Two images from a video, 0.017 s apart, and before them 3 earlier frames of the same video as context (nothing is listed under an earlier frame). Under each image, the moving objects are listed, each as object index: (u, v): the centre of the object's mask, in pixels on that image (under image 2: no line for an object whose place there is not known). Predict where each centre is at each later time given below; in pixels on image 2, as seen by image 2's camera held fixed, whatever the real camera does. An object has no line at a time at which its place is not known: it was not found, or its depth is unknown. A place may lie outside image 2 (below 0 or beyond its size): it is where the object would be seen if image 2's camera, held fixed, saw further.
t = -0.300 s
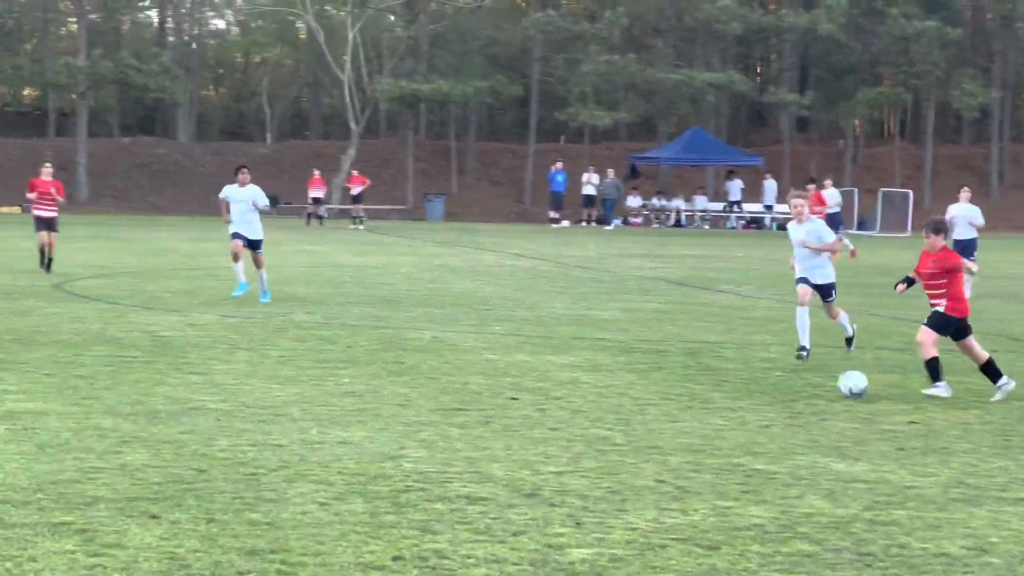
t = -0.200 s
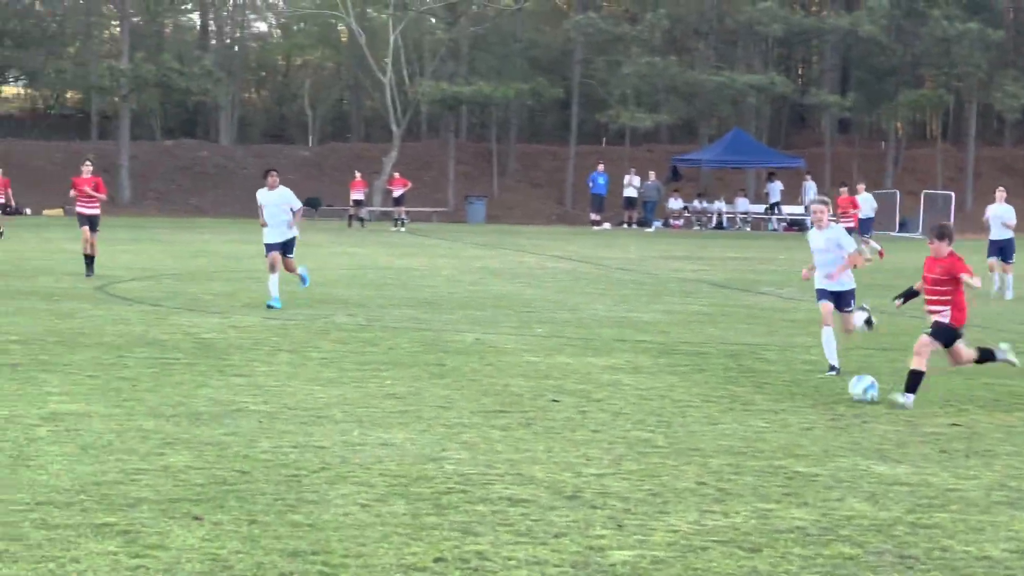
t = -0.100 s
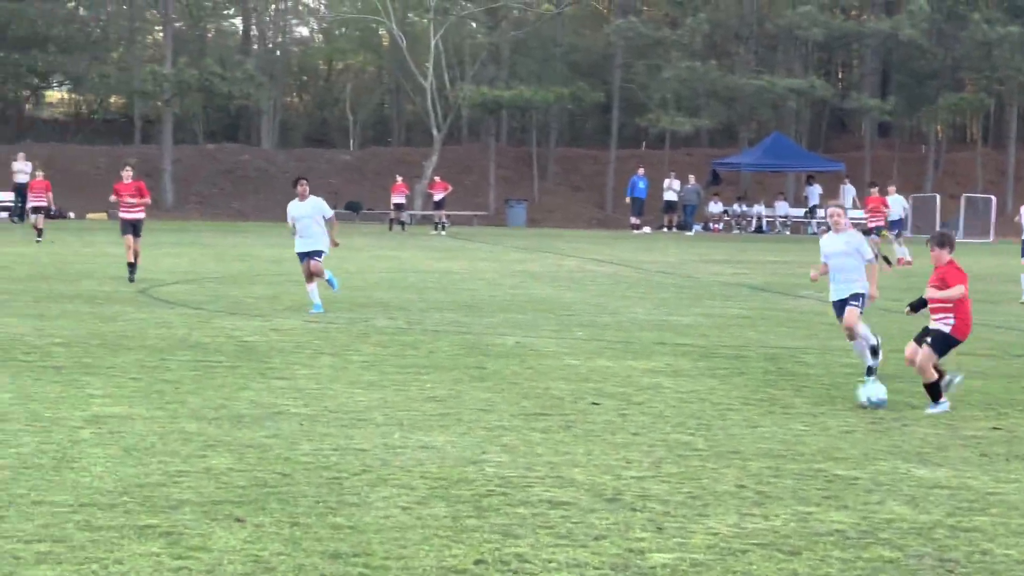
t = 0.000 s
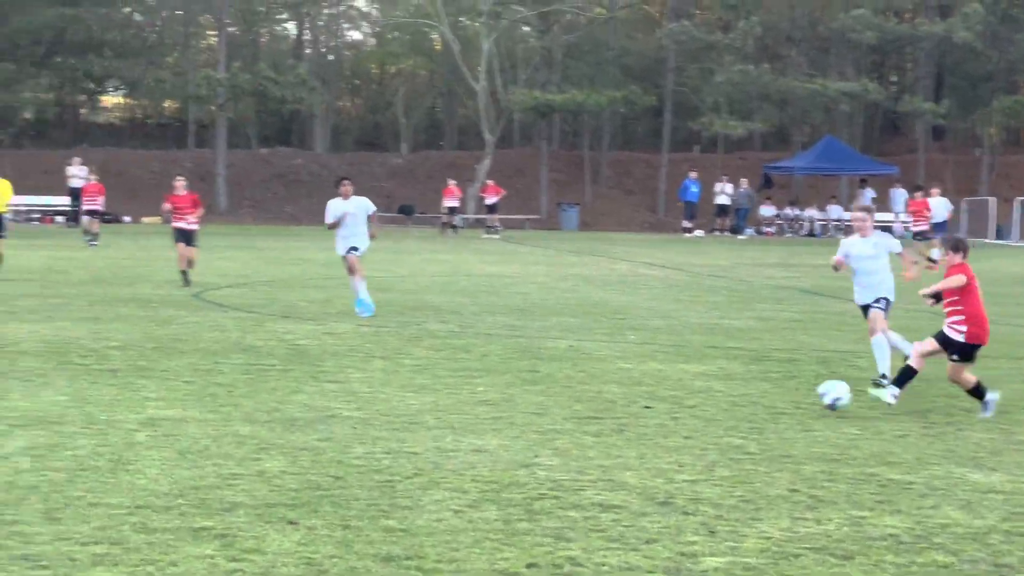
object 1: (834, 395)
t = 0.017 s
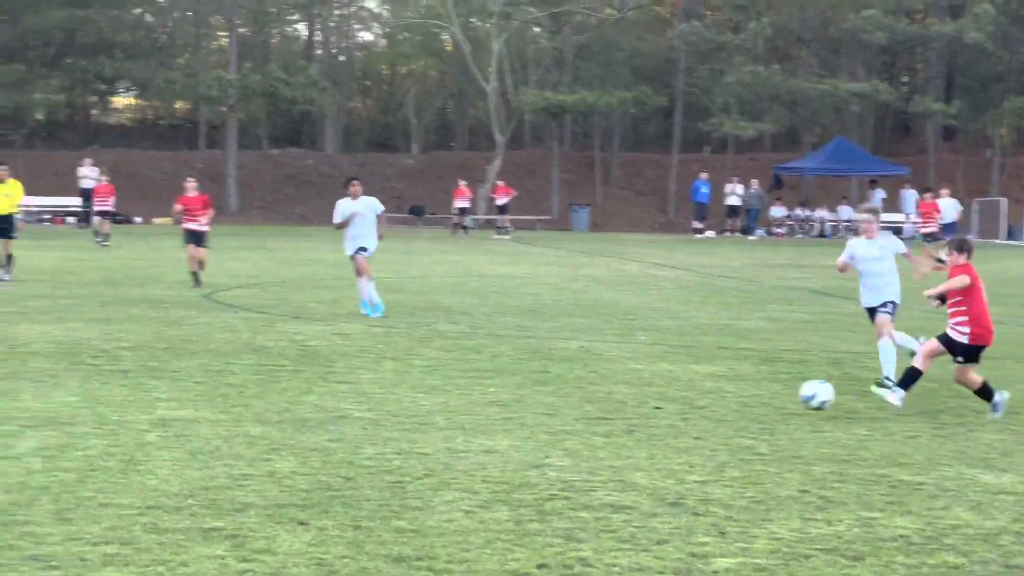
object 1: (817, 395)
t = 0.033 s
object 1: (790, 394)
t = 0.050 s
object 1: (762, 394)
